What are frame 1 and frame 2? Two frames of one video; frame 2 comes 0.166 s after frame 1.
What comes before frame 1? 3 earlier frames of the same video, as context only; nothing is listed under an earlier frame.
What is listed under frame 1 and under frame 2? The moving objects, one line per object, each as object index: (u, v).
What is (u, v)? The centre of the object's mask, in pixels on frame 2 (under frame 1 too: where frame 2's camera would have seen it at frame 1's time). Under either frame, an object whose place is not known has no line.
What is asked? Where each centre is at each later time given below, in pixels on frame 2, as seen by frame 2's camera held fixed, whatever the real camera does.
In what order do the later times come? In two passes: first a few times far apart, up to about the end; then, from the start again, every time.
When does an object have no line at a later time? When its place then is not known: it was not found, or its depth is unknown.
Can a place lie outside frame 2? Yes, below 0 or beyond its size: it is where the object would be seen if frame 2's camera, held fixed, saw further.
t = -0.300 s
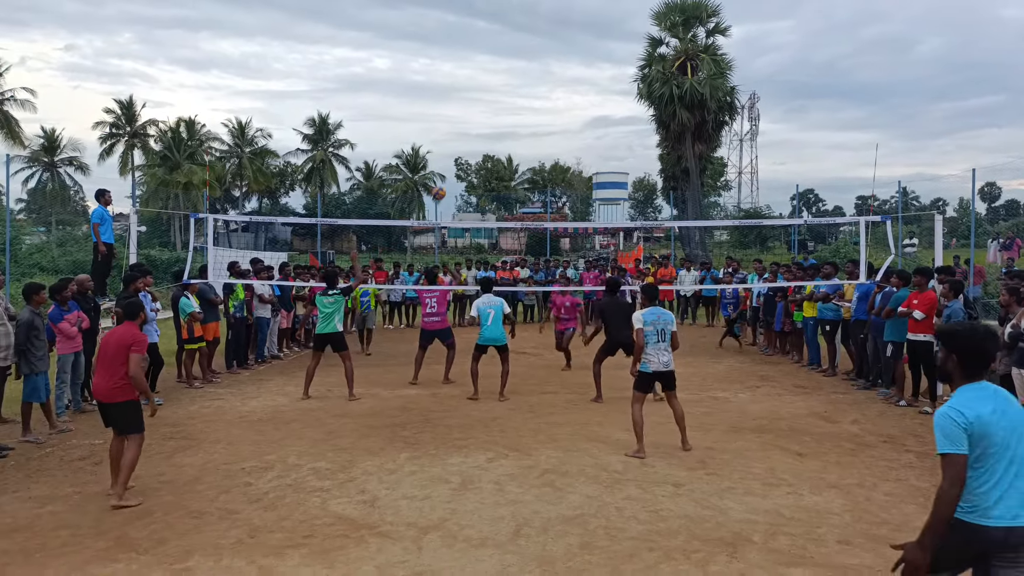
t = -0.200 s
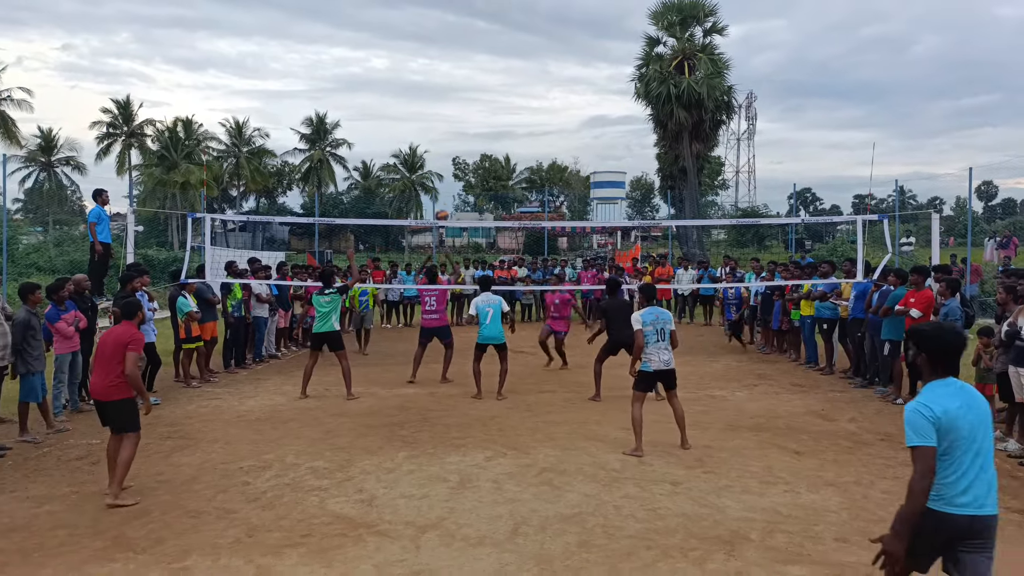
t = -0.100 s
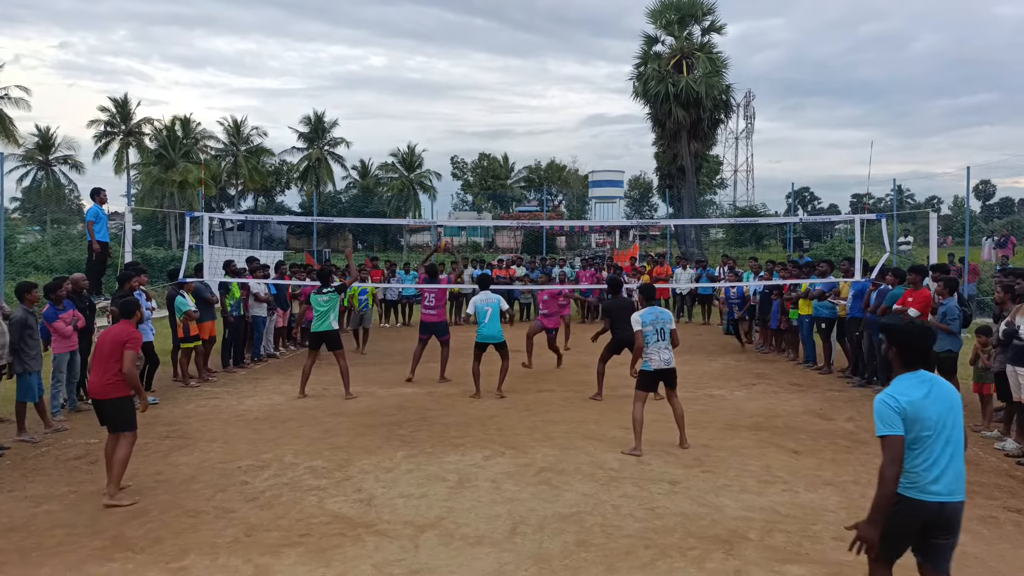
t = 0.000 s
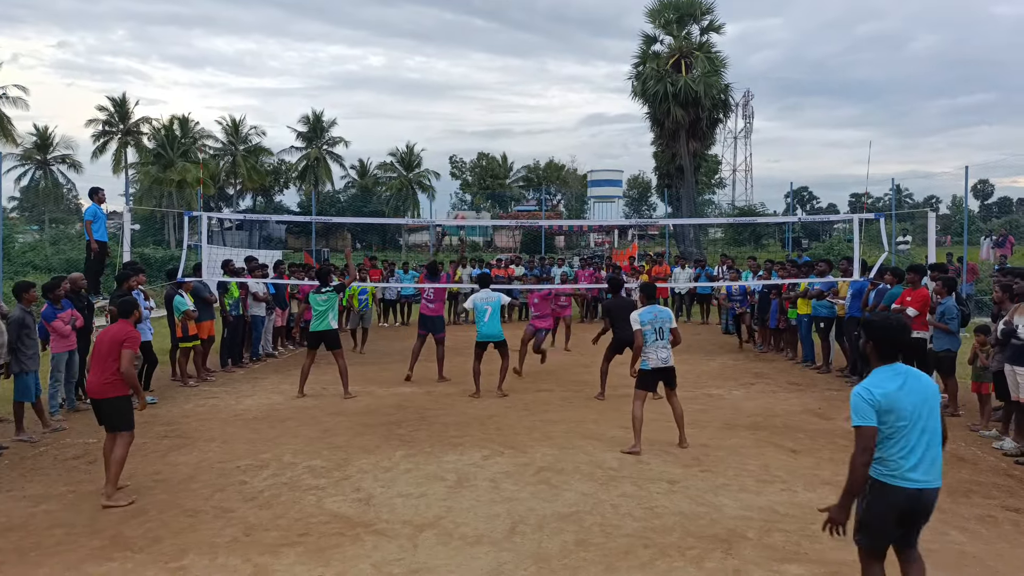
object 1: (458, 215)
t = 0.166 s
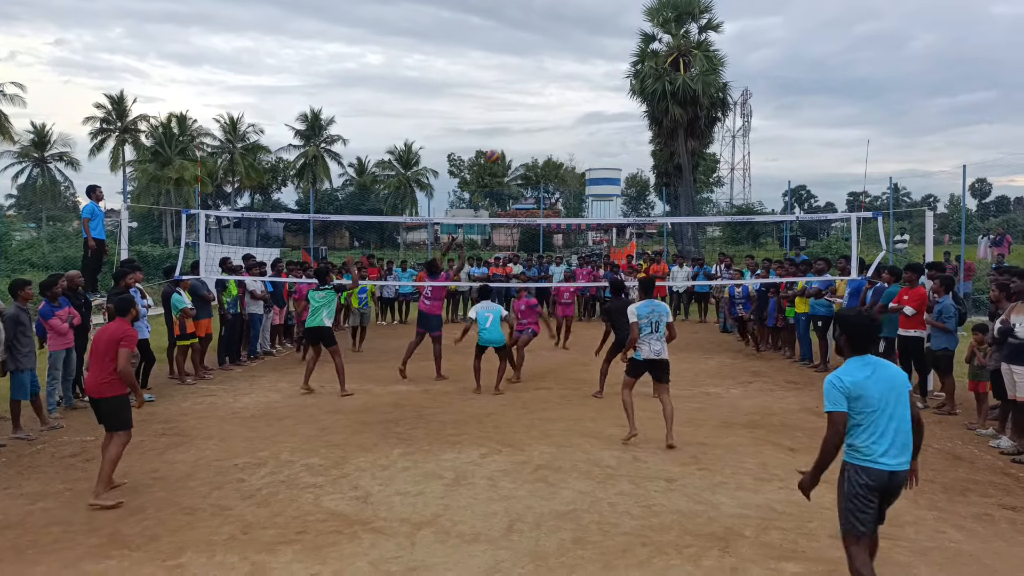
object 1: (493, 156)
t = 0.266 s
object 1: (514, 129)
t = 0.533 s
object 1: (569, 91)
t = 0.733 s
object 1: (607, 94)
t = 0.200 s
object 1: (500, 146)
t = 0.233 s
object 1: (507, 137)
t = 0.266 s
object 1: (514, 129)
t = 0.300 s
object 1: (521, 122)
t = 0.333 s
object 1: (528, 115)
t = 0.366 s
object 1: (535, 109)
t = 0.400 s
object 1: (542, 104)
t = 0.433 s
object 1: (549, 99)
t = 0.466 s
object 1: (555, 96)
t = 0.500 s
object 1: (562, 93)
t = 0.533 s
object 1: (569, 91)
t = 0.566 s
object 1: (575, 89)
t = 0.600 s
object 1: (582, 88)
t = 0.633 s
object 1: (588, 89)
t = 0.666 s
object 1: (595, 90)
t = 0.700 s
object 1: (601, 91)
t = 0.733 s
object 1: (607, 94)
